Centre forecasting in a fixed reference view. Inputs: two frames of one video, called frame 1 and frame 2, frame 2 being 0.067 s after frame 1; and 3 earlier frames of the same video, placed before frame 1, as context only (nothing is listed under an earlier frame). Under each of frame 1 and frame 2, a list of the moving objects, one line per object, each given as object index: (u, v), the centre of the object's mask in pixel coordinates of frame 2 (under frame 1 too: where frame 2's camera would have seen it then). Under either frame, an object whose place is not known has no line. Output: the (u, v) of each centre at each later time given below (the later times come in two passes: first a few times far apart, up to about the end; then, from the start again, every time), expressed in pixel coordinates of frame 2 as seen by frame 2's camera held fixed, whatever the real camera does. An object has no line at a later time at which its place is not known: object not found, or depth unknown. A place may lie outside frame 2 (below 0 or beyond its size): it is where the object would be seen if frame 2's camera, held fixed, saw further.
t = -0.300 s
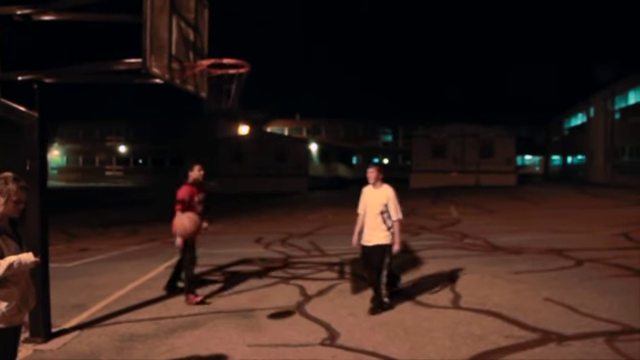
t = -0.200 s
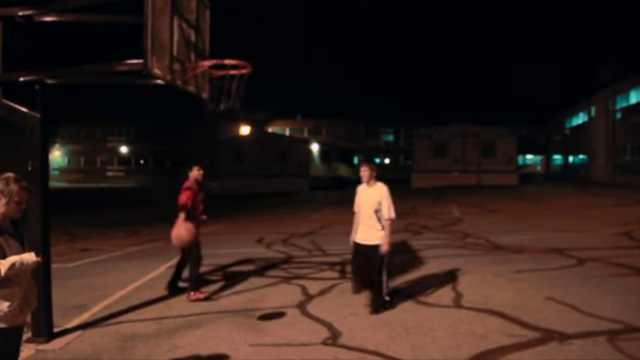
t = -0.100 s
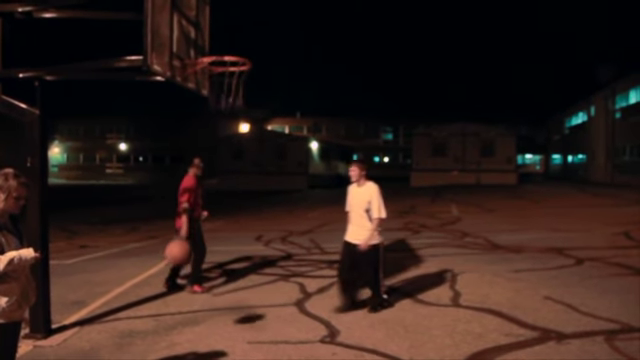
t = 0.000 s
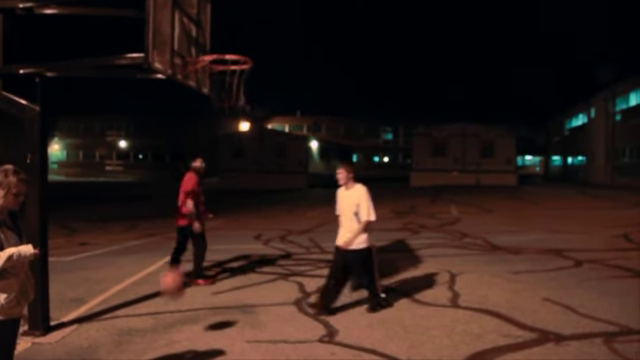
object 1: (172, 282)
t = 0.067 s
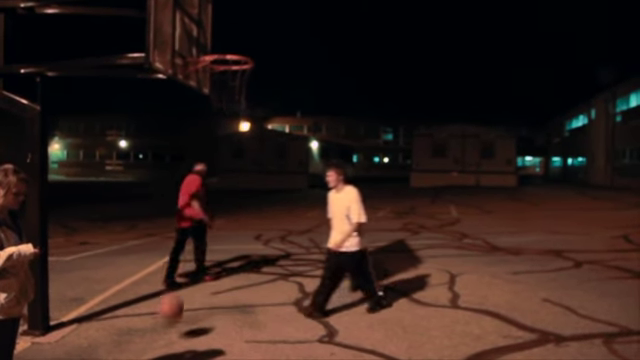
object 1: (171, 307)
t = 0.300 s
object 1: (154, 282)
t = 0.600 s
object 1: (135, 278)
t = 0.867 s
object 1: (118, 312)
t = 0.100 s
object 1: (169, 324)
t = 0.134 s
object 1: (167, 325)
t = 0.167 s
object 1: (165, 316)
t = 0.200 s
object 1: (162, 305)
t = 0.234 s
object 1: (159, 297)
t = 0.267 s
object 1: (158, 290)
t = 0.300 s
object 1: (154, 282)
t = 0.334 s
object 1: (153, 278)
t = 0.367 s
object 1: (151, 274)
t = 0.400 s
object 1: (148, 272)
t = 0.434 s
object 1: (146, 270)
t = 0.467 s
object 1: (144, 270)
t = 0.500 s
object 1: (142, 270)
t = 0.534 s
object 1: (140, 272)
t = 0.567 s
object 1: (137, 275)
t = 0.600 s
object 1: (135, 278)
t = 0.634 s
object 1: (134, 284)
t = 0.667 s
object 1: (132, 290)
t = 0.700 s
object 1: (130, 298)
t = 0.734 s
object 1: (127, 306)
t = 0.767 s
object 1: (125, 317)
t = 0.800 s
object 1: (124, 326)
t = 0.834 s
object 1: (121, 320)
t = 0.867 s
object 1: (118, 312)
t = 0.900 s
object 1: (114, 307)
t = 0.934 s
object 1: (113, 302)
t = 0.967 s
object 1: (109, 298)
